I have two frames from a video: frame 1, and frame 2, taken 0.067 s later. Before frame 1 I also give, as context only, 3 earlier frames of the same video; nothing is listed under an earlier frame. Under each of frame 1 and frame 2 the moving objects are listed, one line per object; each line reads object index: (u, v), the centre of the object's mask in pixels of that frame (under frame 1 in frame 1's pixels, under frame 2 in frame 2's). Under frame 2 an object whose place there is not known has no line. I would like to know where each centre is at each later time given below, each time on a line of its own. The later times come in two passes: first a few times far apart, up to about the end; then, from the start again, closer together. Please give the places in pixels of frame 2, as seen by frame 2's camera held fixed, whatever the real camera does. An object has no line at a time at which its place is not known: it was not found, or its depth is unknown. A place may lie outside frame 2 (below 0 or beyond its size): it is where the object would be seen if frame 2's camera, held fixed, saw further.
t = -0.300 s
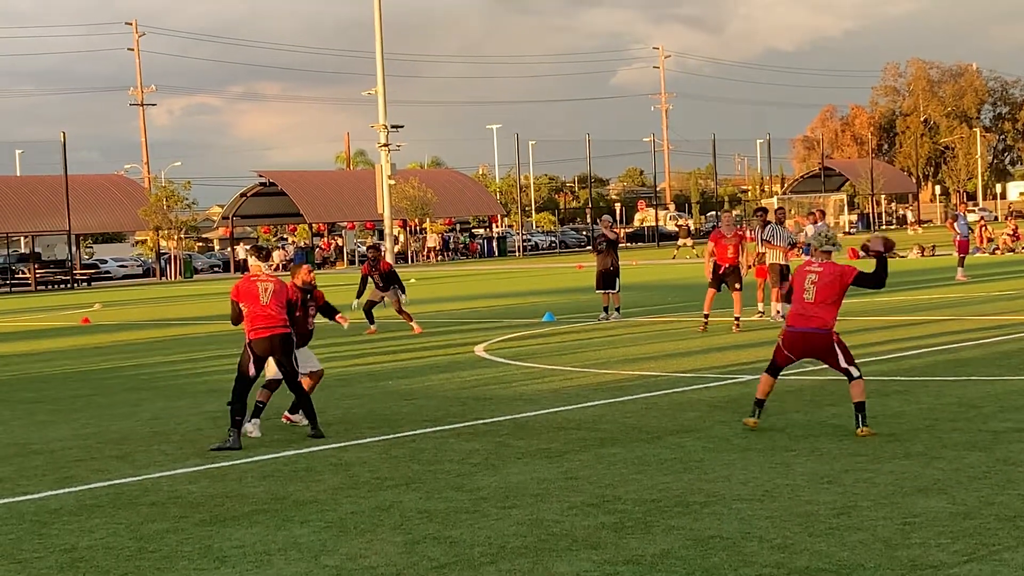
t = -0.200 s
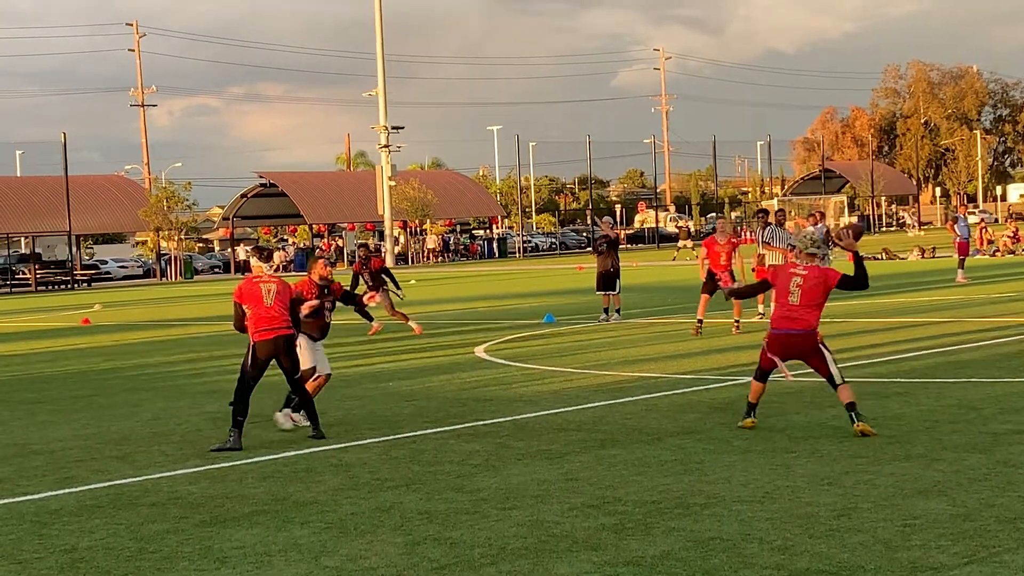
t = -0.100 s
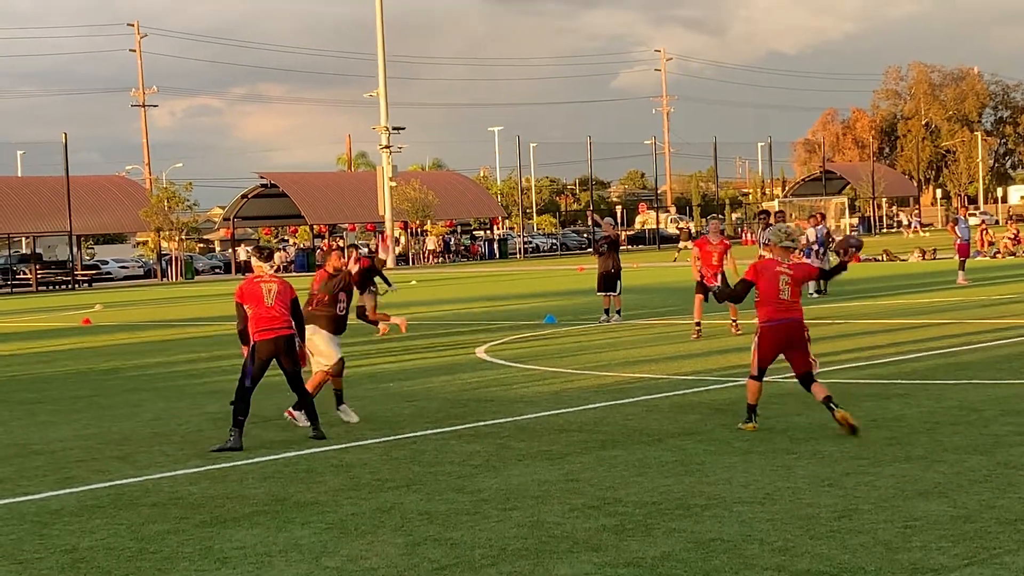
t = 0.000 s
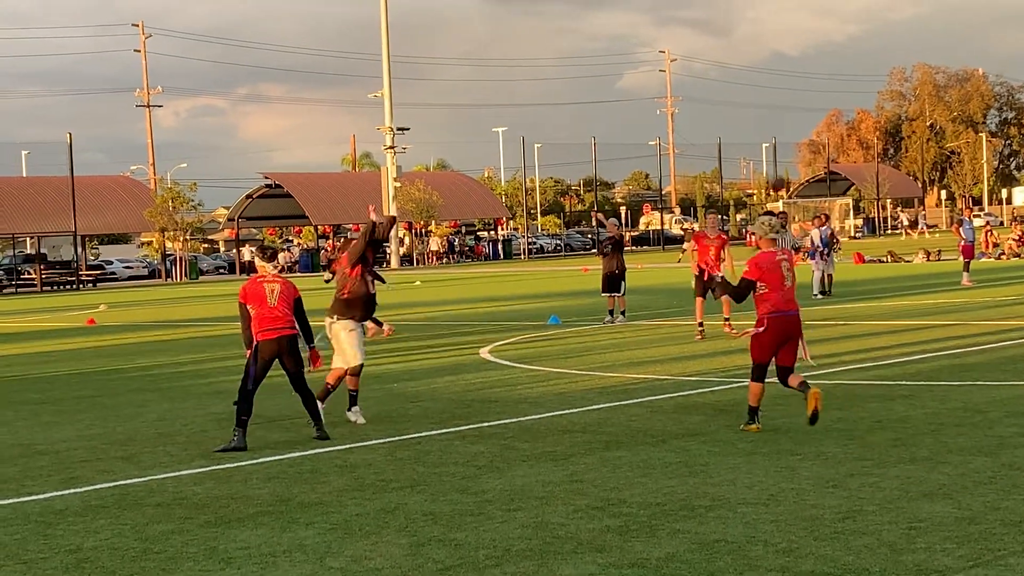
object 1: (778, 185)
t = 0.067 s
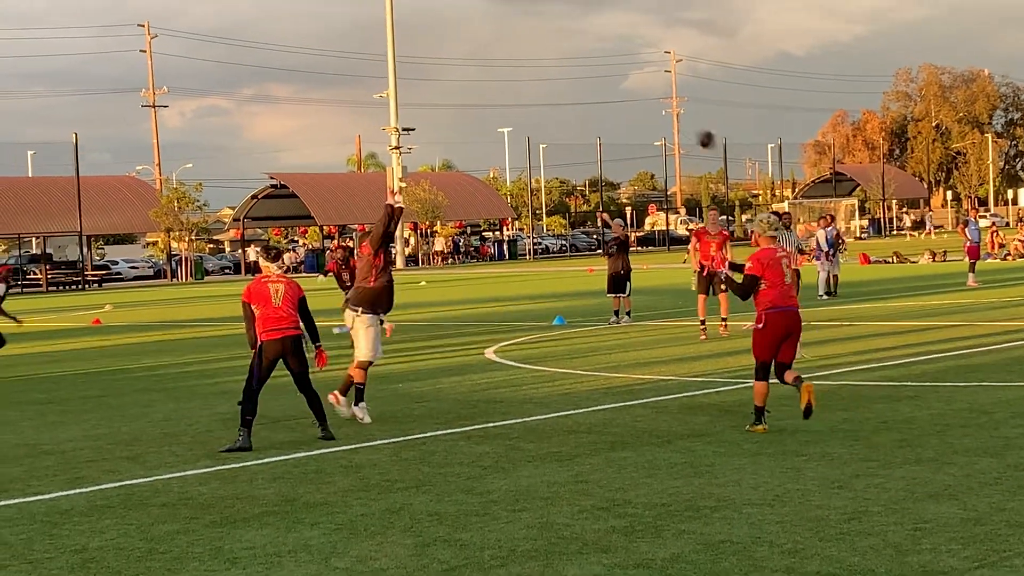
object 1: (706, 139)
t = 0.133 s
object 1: (640, 103)
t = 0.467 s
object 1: (411, 24)
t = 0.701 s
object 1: (313, 30)
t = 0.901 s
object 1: (251, 59)
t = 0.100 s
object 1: (671, 119)
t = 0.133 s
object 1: (640, 103)
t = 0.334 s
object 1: (487, 39)
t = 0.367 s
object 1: (467, 35)
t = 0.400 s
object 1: (447, 30)
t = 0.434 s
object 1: (429, 27)
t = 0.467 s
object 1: (411, 24)
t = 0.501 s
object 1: (395, 23)
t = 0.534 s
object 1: (380, 23)
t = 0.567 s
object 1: (365, 23)
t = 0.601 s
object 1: (351, 23)
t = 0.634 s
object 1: (338, 25)
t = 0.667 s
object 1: (325, 27)
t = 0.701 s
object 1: (313, 30)
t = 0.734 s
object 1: (302, 33)
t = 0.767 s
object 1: (291, 38)
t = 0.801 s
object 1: (280, 42)
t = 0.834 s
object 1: (270, 47)
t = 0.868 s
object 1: (260, 53)
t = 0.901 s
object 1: (251, 59)
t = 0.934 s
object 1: (242, 66)
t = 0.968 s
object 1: (233, 73)
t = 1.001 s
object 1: (225, 80)
